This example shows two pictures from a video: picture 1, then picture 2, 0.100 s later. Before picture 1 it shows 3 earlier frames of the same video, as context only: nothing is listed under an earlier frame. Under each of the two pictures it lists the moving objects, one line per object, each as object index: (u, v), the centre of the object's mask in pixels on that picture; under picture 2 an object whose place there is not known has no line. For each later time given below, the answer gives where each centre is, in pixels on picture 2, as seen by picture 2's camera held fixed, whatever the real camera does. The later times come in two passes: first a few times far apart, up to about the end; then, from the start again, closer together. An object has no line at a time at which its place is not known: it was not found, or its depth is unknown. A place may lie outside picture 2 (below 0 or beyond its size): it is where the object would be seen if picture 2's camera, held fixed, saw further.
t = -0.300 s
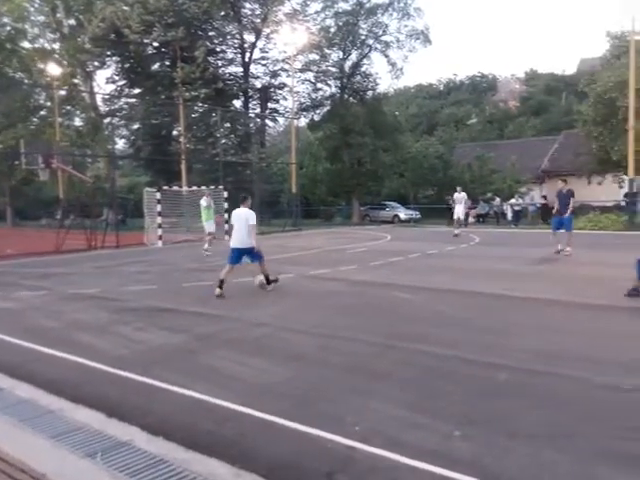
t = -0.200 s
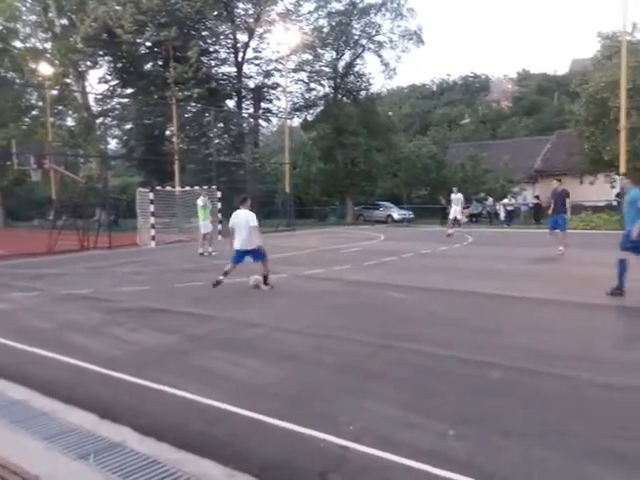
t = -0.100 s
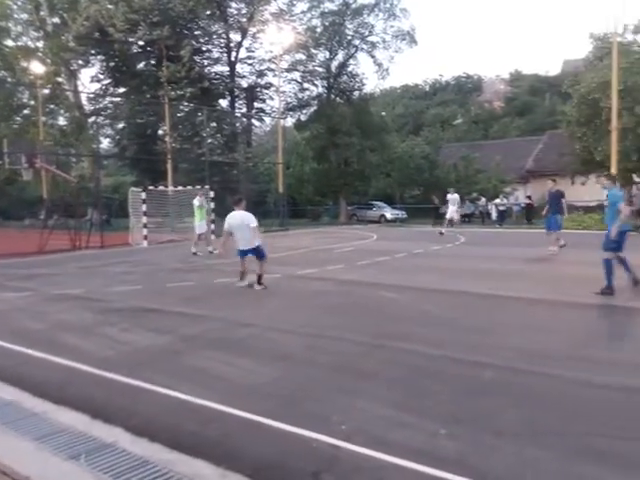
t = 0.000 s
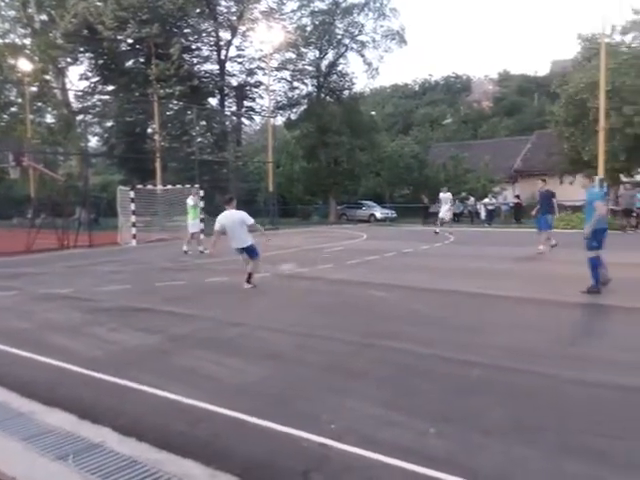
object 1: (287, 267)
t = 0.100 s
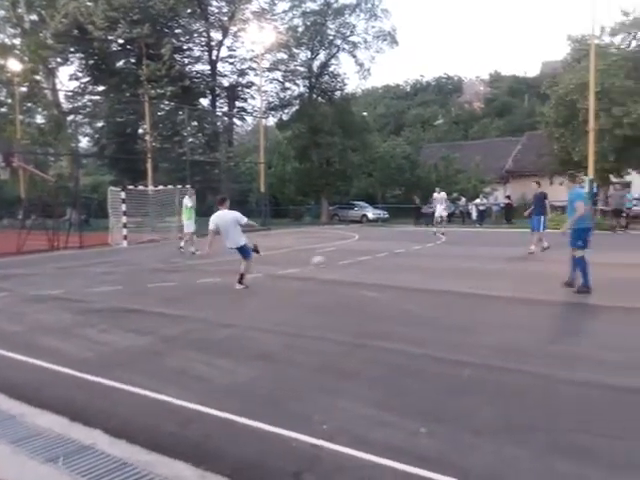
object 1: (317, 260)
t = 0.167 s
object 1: (338, 255)
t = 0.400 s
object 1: (391, 244)
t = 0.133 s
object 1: (329, 258)
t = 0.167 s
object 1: (338, 255)
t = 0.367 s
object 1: (386, 246)
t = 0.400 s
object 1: (391, 244)
